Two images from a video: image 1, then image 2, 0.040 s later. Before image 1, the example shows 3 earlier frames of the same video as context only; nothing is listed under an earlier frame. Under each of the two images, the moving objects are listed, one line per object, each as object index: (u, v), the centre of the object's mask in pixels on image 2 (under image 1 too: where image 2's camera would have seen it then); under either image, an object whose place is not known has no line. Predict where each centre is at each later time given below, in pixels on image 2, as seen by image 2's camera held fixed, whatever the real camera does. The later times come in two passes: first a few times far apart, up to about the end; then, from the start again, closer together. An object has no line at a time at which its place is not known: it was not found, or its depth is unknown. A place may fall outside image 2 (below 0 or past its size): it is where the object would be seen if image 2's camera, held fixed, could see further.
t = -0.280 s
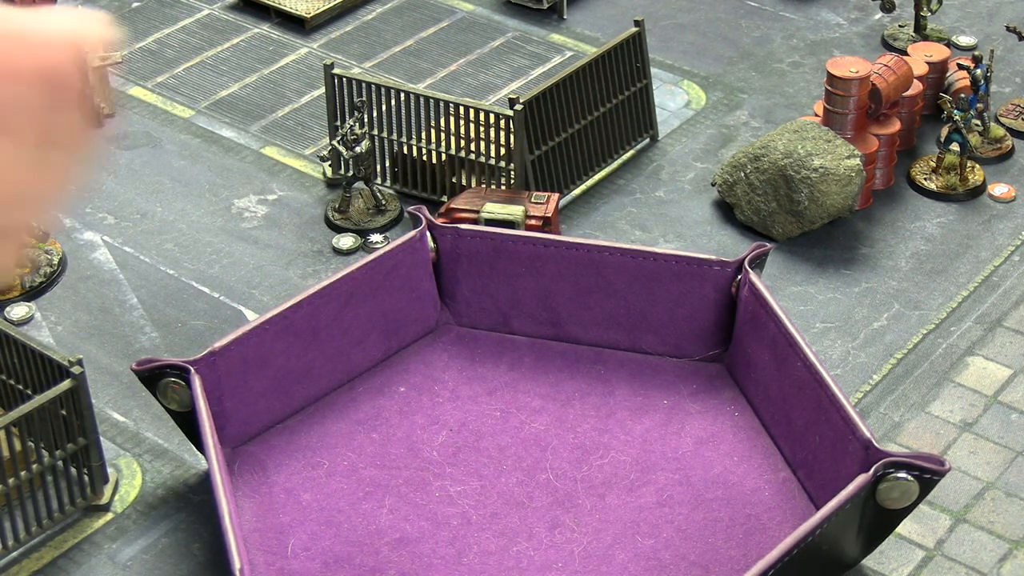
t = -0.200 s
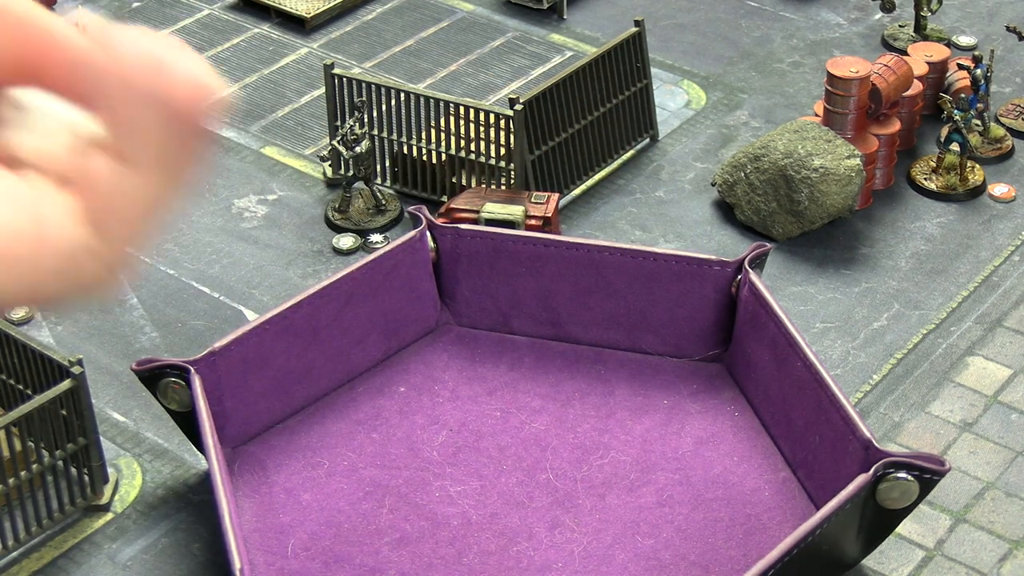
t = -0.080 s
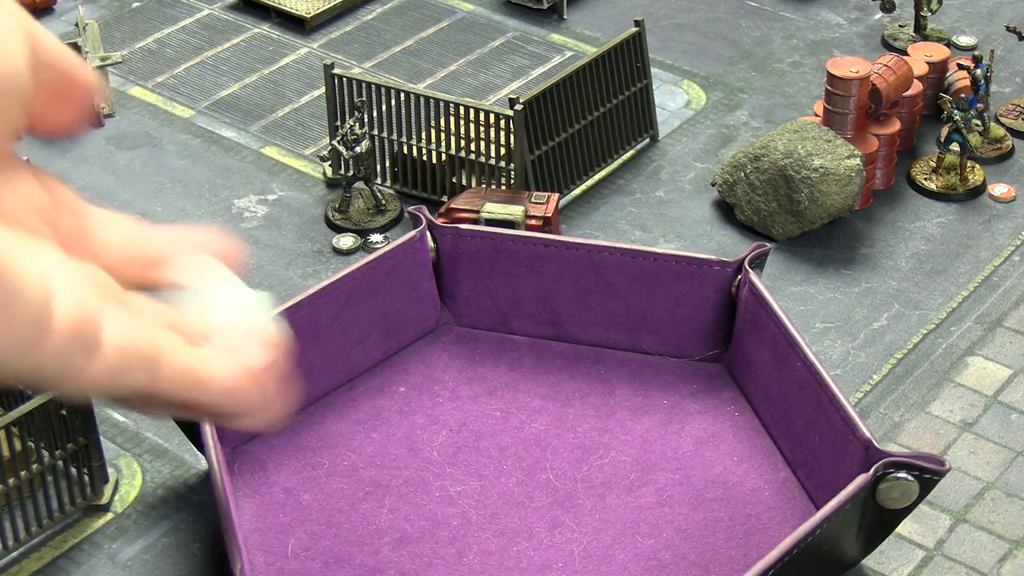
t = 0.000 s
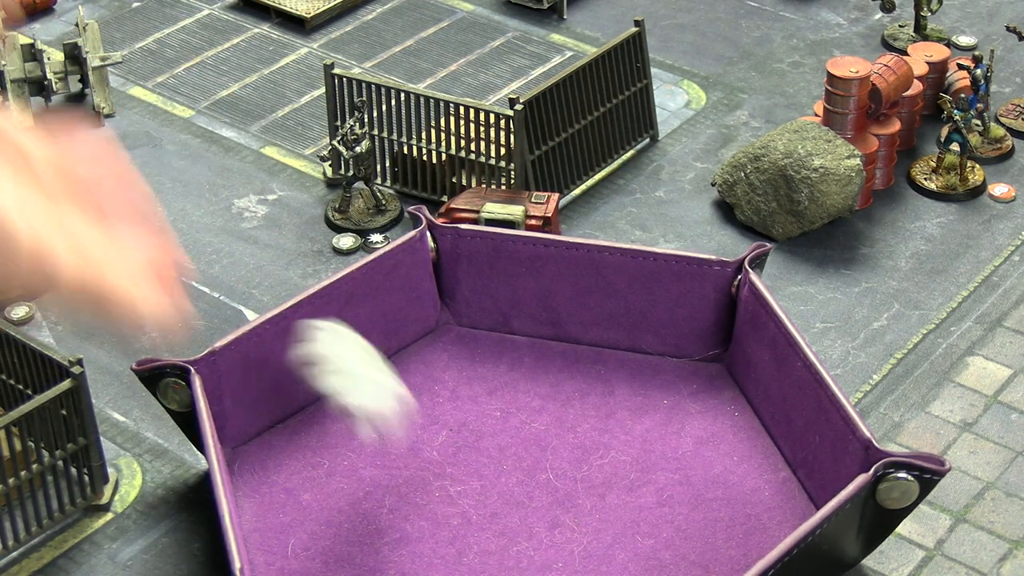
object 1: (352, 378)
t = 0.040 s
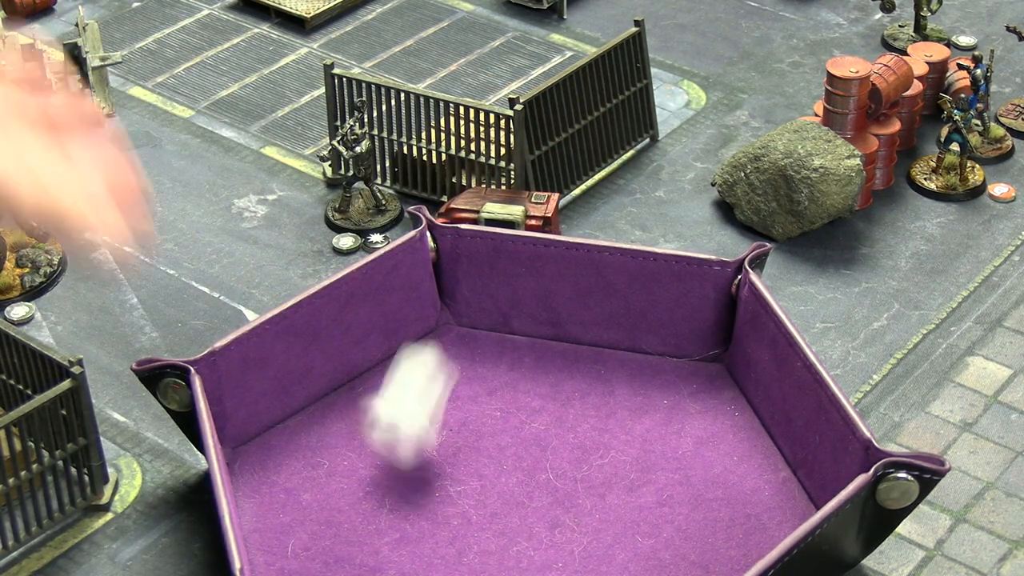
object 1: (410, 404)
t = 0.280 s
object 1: (573, 344)
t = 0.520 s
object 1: (687, 360)
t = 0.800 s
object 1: (669, 358)
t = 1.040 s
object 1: (700, 367)
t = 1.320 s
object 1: (698, 367)
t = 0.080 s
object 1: (440, 342)
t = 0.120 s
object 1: (471, 315)
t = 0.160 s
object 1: (504, 322)
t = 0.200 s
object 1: (529, 329)
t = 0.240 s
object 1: (550, 337)
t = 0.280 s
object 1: (573, 344)
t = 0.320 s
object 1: (597, 348)
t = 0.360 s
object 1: (619, 351)
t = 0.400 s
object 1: (640, 353)
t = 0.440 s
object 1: (655, 353)
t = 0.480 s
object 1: (670, 358)
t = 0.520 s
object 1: (687, 360)
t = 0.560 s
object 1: (703, 363)
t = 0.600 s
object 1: (712, 366)
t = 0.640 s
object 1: (710, 367)
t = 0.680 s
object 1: (702, 366)
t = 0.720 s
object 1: (690, 363)
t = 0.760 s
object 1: (678, 361)
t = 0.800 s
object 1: (669, 358)
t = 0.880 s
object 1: (677, 361)
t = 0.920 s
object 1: (684, 363)
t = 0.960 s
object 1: (691, 364)
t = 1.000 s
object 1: (698, 366)
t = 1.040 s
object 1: (700, 367)
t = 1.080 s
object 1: (695, 365)
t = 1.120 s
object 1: (692, 365)
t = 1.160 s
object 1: (694, 365)
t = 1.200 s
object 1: (699, 367)
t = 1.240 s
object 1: (698, 366)
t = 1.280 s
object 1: (695, 366)
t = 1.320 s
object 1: (698, 367)
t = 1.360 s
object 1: (698, 367)
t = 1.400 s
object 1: (697, 367)
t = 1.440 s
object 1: (698, 367)
